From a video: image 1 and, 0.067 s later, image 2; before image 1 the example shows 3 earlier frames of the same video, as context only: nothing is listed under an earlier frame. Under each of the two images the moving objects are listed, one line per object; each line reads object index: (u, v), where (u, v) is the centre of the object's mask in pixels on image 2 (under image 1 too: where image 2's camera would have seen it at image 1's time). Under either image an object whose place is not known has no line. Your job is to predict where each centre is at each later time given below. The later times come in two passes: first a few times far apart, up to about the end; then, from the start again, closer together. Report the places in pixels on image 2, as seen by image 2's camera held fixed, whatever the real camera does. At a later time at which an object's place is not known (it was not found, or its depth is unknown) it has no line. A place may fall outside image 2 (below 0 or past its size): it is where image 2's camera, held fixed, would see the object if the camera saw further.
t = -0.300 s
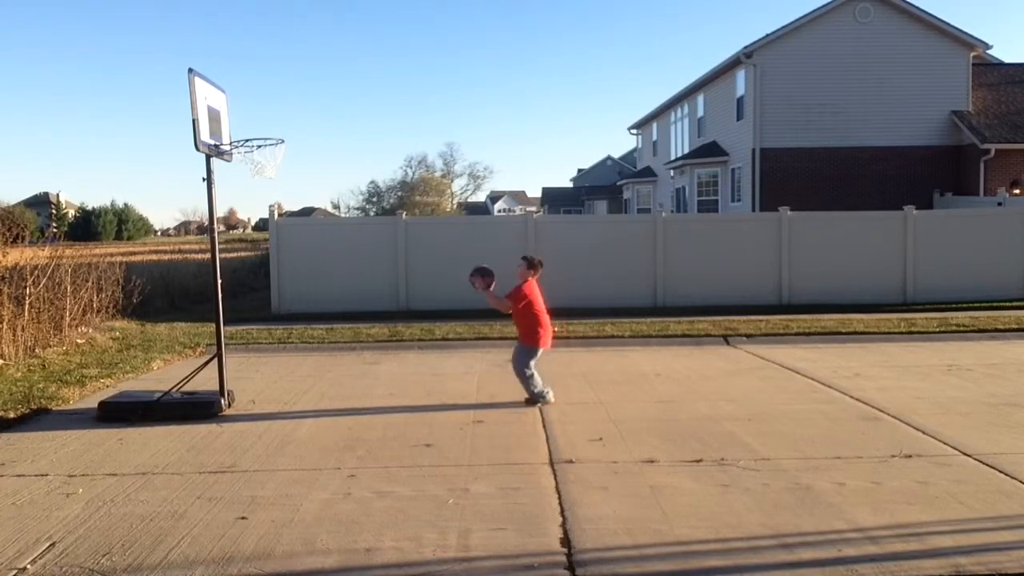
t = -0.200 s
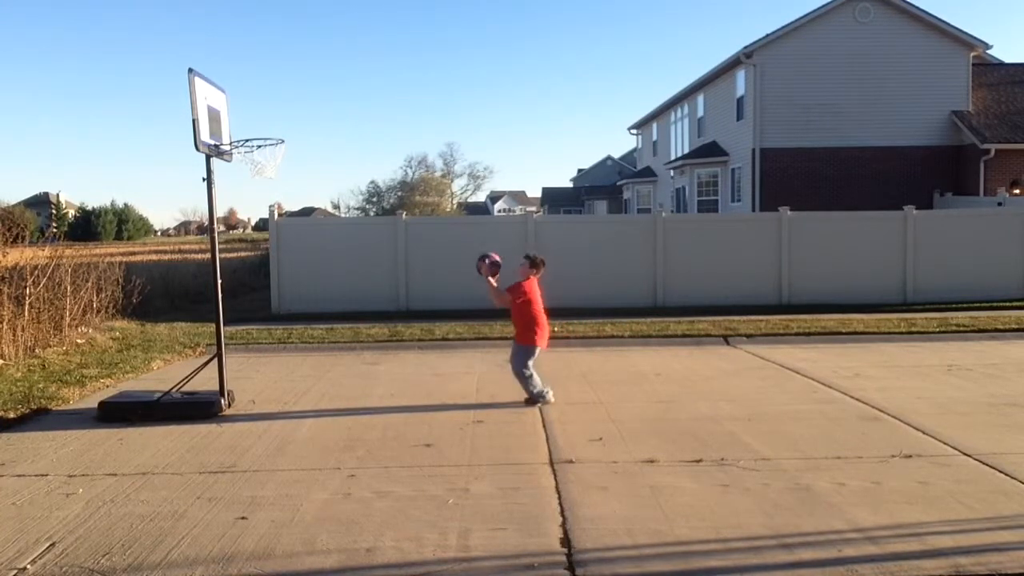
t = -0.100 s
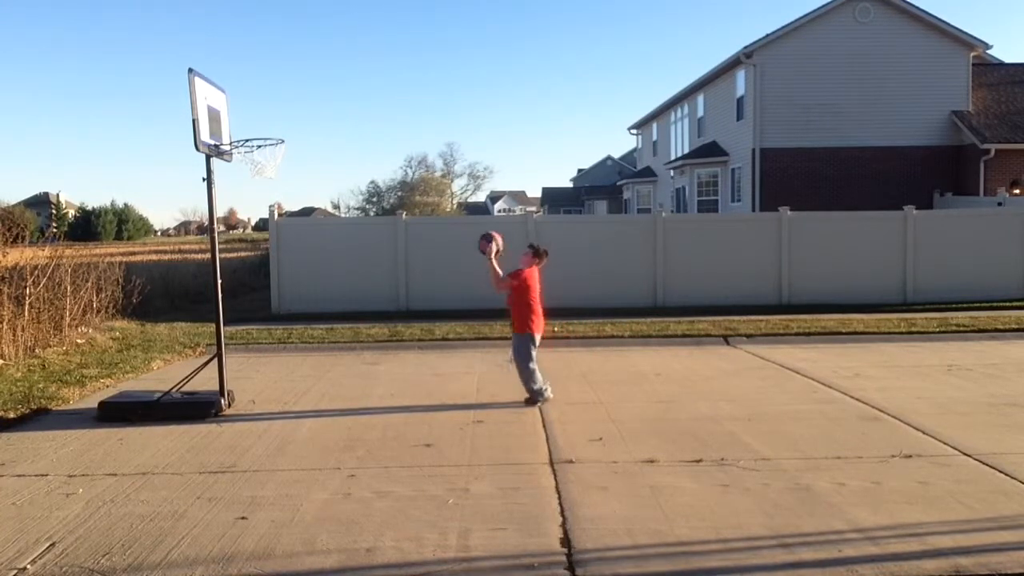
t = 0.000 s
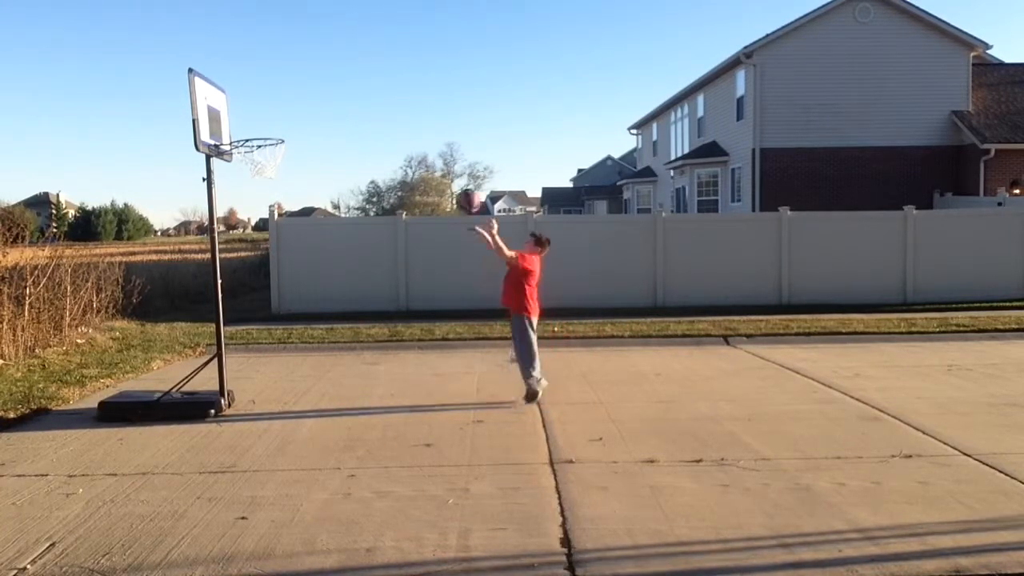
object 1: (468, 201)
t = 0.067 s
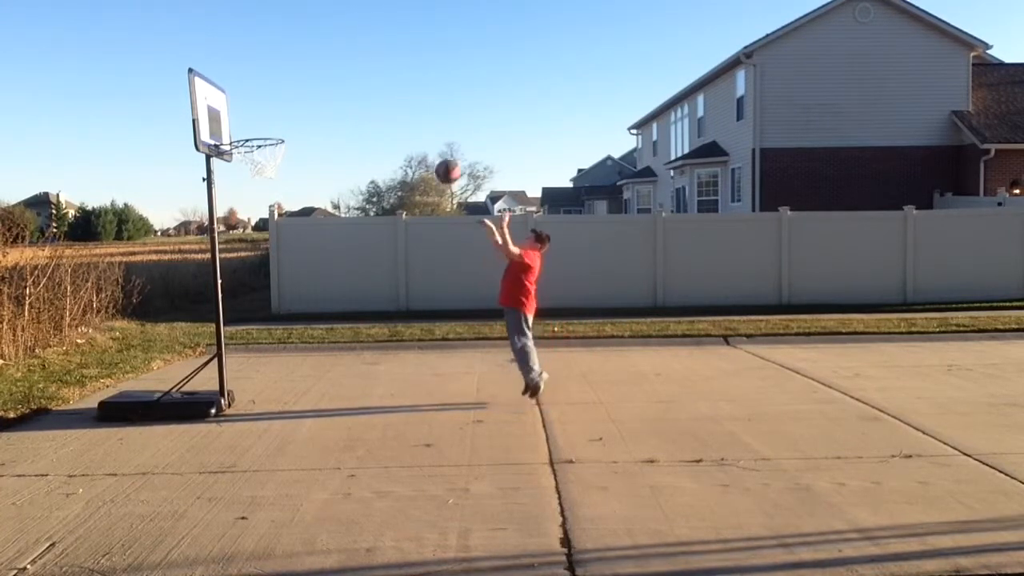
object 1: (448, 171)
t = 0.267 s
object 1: (385, 109)
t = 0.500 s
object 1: (312, 88)
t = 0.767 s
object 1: (236, 130)
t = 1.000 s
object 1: (250, 97)
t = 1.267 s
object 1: (269, 129)
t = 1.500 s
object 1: (285, 212)
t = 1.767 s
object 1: (303, 362)
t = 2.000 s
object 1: (305, 299)
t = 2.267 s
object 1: (306, 247)
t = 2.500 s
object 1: (308, 255)
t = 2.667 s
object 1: (311, 290)
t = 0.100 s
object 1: (437, 158)
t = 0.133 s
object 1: (427, 146)
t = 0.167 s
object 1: (416, 136)
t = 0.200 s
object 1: (406, 126)
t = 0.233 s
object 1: (395, 117)
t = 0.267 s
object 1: (385, 109)
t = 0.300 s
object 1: (375, 103)
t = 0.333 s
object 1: (364, 97)
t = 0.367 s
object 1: (354, 93)
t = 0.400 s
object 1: (343, 90)
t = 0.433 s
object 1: (333, 89)
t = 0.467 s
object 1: (323, 88)
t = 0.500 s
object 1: (312, 88)
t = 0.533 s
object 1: (302, 90)
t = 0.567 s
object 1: (292, 93)
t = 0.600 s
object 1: (282, 97)
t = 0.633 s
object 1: (272, 102)
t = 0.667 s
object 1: (261, 109)
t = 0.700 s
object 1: (251, 117)
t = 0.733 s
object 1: (241, 127)
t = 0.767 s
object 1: (236, 130)
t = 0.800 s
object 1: (238, 122)
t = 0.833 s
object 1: (240, 115)
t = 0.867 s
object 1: (242, 109)
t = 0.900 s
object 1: (243, 104)
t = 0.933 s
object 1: (246, 100)
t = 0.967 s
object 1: (248, 98)
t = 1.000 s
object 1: (250, 97)
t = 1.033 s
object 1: (253, 97)
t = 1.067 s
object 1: (255, 98)
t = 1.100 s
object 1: (257, 100)
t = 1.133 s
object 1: (260, 104)
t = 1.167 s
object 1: (262, 108)
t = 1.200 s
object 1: (265, 114)
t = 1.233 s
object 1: (267, 121)
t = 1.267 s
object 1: (269, 129)
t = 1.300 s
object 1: (271, 138)
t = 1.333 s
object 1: (274, 148)
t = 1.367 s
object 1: (277, 158)
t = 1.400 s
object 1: (280, 170)
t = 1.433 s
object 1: (281, 183)
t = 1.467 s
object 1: (283, 197)
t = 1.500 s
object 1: (285, 212)
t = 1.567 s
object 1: (290, 244)
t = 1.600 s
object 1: (292, 261)
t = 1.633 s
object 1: (294, 280)
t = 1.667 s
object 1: (296, 299)
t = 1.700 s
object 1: (299, 319)
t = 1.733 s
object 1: (300, 341)
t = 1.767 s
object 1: (303, 362)
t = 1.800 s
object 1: (304, 380)
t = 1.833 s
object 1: (305, 364)
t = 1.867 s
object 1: (305, 349)
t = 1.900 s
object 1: (305, 335)
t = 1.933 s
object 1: (305, 322)
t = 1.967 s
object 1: (305, 309)
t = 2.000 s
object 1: (305, 299)
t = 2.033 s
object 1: (305, 289)
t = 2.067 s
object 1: (305, 280)
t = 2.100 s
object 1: (306, 272)
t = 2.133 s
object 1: (306, 266)
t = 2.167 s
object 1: (306, 260)
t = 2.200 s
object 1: (306, 254)
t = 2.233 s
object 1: (306, 250)
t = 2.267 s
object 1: (306, 247)
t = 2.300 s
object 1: (306, 245)
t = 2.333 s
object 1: (307, 245)
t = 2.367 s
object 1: (307, 245)
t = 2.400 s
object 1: (307, 246)
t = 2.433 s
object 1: (307, 247)
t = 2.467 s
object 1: (308, 251)
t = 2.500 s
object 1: (308, 255)
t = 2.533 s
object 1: (308, 260)
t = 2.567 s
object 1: (309, 266)
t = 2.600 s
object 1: (309, 273)
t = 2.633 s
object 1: (310, 281)
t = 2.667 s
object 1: (311, 290)
